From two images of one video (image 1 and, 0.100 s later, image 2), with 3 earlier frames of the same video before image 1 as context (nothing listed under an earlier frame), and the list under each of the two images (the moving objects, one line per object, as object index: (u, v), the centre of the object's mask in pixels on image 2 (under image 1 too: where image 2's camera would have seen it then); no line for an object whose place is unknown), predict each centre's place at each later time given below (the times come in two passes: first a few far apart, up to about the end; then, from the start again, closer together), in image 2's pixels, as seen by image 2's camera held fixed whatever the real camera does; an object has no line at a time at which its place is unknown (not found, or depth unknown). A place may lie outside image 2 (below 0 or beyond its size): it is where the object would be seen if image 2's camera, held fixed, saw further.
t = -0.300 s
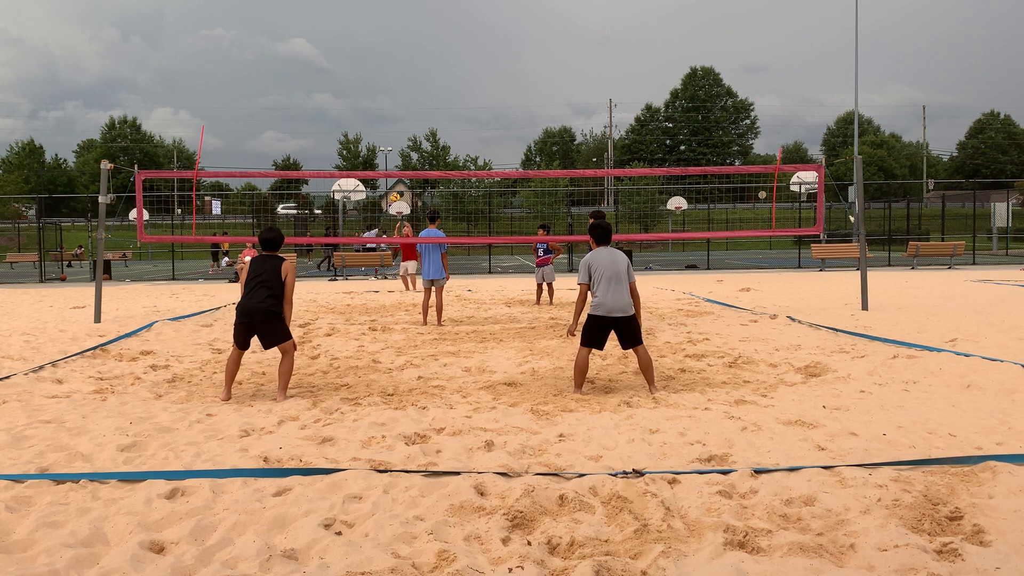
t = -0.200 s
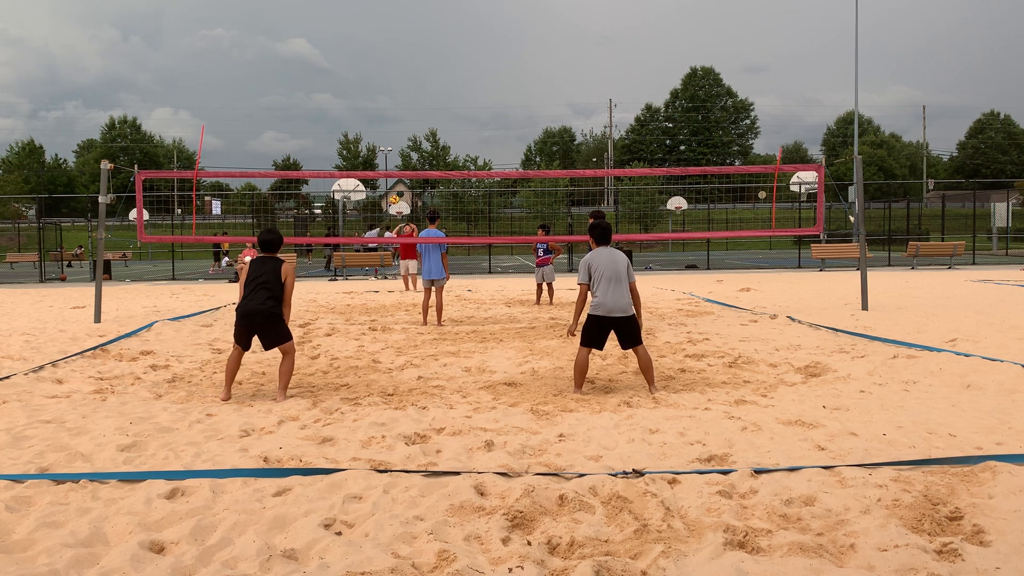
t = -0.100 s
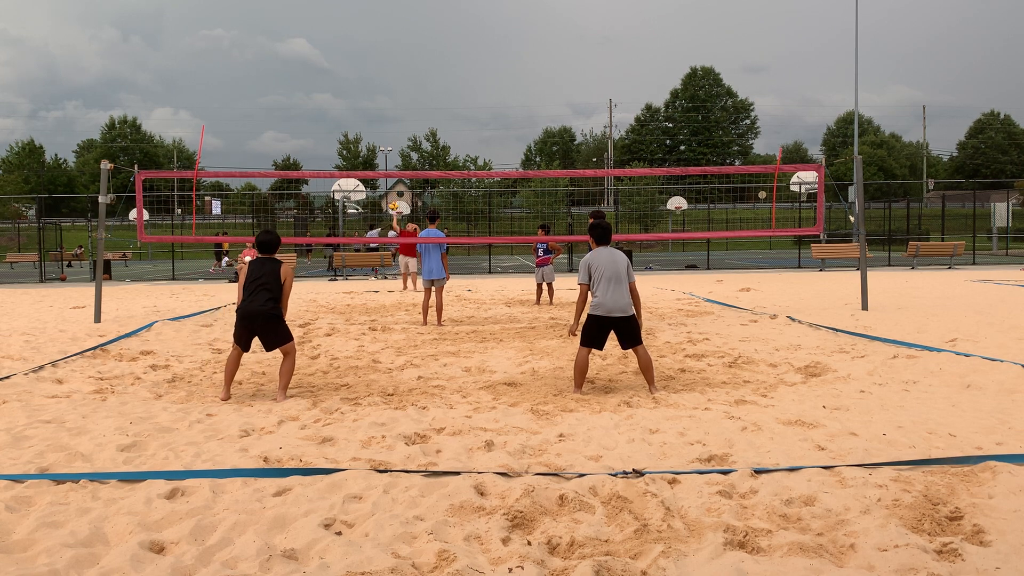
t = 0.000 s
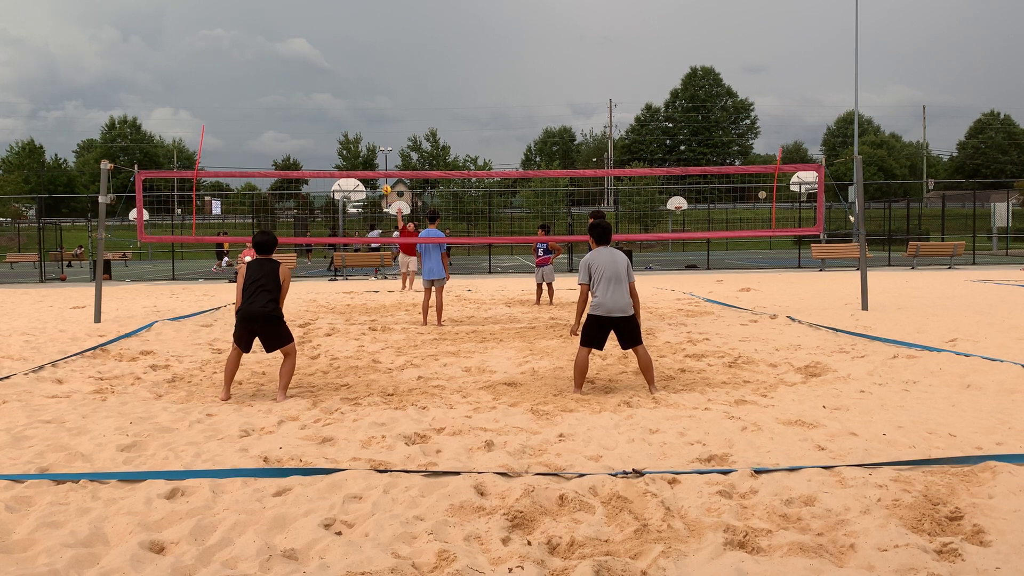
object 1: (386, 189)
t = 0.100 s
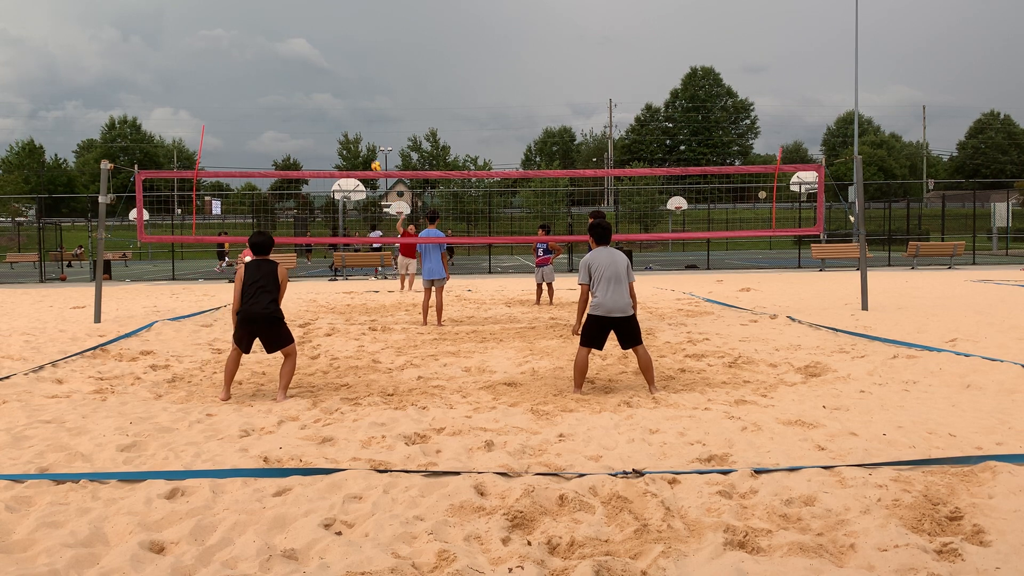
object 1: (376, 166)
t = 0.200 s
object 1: (364, 146)
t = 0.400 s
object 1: (338, 116)
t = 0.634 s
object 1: (300, 103)
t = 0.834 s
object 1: (254, 122)
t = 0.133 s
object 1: (372, 159)
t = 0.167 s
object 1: (369, 152)
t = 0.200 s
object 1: (364, 146)
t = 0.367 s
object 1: (343, 120)
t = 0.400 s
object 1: (338, 116)
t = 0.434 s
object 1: (333, 113)
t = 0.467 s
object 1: (328, 110)
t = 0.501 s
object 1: (323, 107)
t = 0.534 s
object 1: (318, 106)
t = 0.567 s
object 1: (312, 104)
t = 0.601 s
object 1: (306, 103)
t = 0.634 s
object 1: (300, 103)
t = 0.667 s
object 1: (293, 104)
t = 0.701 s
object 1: (286, 106)
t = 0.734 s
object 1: (278, 109)
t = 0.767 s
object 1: (271, 112)
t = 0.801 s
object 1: (263, 117)
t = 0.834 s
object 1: (254, 122)
